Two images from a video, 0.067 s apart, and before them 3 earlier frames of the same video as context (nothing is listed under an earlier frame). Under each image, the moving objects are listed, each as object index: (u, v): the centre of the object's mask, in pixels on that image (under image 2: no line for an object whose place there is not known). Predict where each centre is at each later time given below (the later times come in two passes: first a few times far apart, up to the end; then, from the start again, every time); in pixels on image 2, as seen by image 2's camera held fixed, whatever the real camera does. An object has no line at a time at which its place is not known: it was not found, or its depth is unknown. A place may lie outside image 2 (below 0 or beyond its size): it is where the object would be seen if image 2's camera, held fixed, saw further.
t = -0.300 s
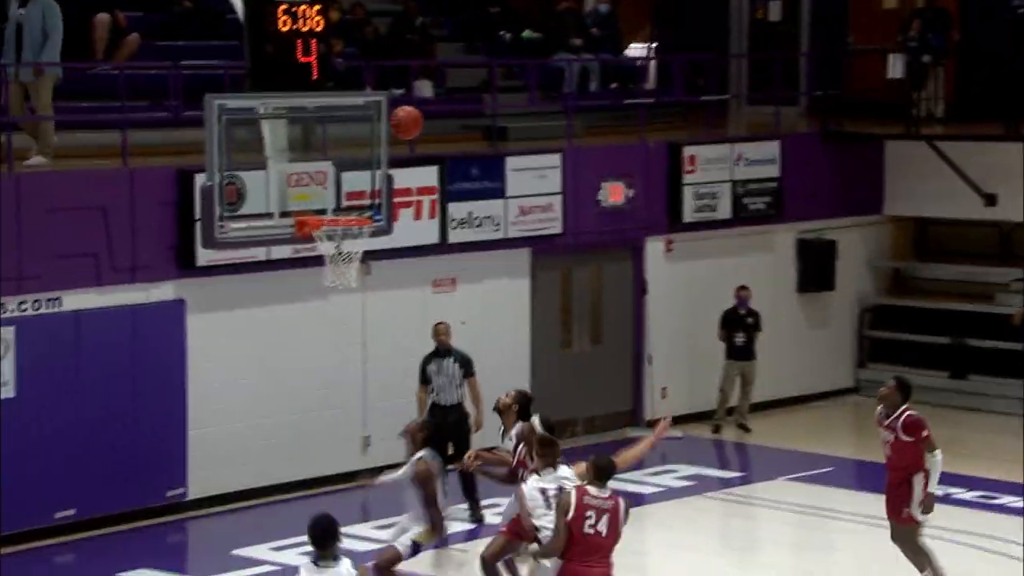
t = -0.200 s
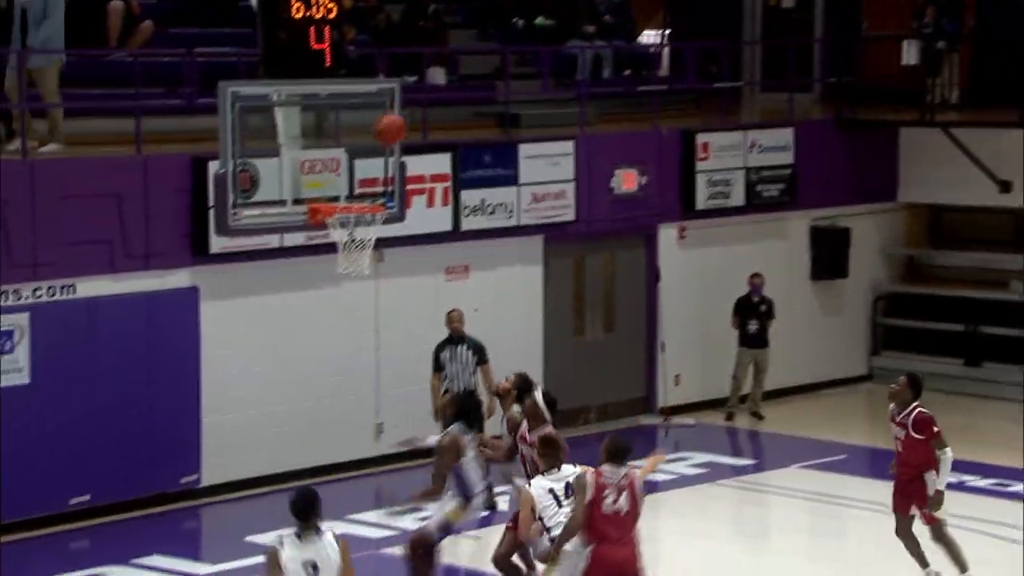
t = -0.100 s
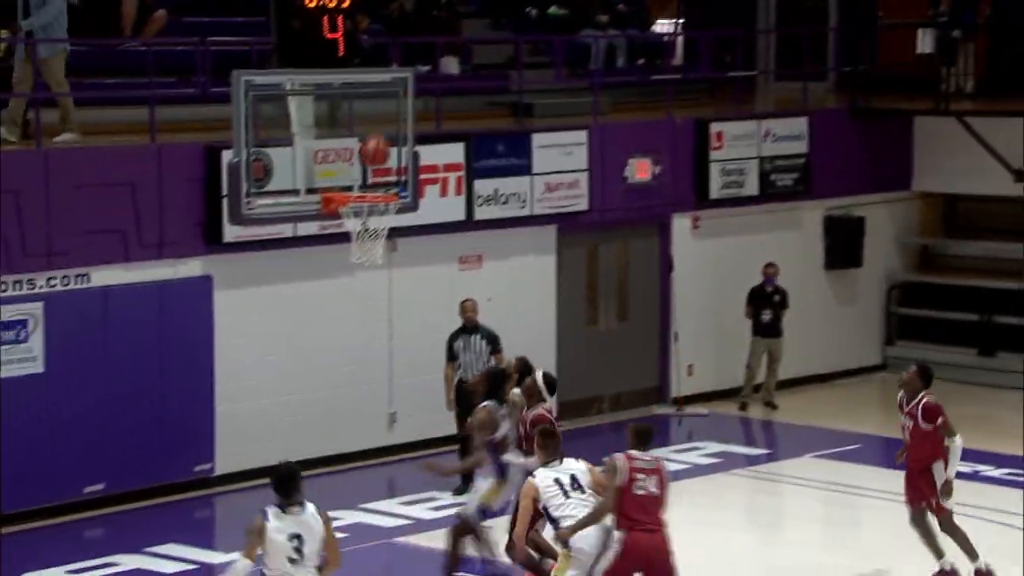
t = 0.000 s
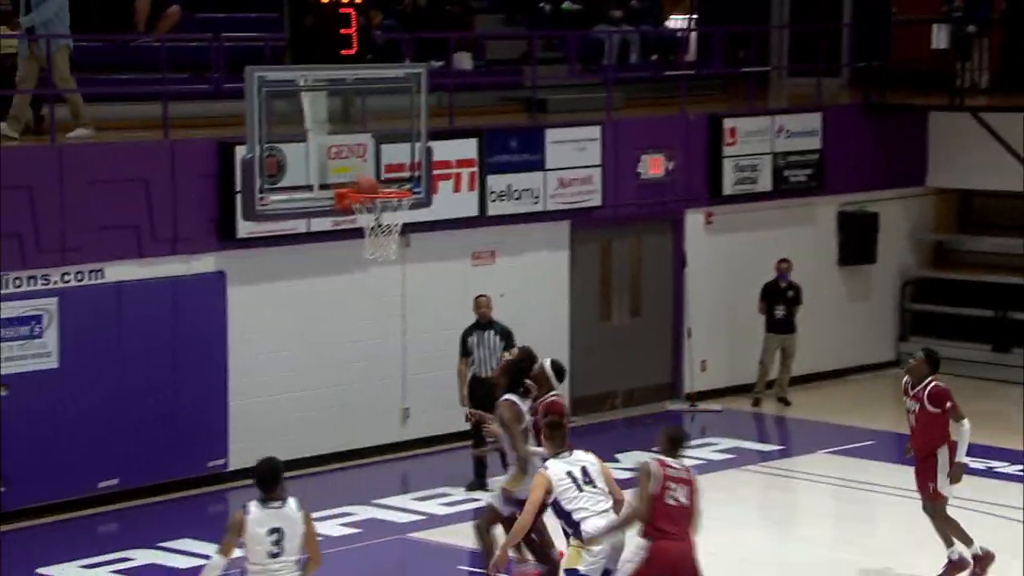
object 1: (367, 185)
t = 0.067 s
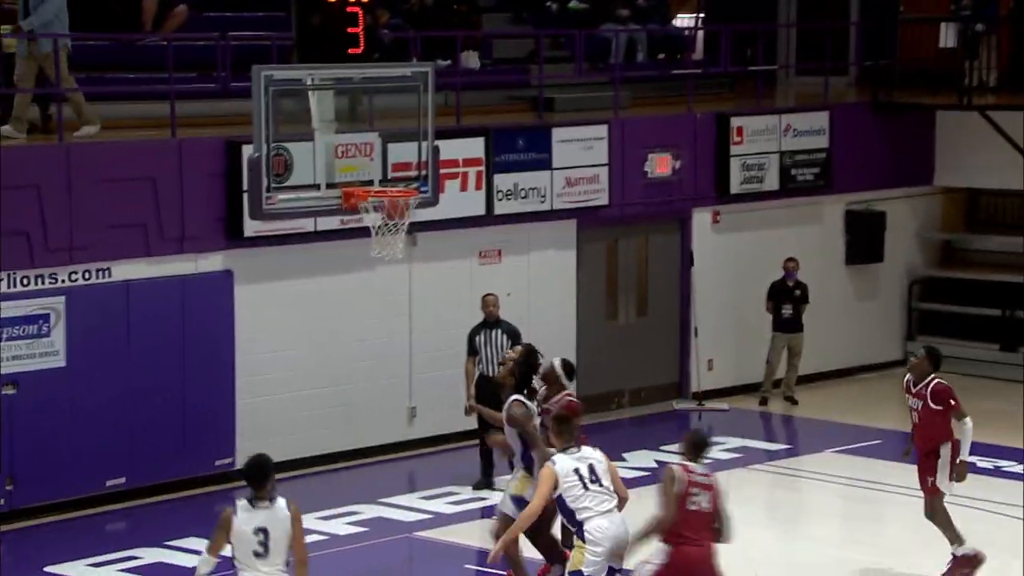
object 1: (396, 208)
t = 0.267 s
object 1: (425, 210)
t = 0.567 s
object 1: (390, 262)
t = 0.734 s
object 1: (360, 320)
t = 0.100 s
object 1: (409, 213)
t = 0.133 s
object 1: (418, 214)
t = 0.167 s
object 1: (420, 213)
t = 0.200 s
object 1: (422, 212)
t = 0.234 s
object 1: (423, 209)
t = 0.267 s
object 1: (425, 210)
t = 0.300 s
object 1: (423, 211)
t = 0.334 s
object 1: (422, 214)
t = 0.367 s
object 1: (421, 217)
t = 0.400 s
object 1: (418, 223)
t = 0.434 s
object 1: (413, 231)
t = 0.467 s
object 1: (409, 236)
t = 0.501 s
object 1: (405, 242)
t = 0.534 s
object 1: (398, 251)
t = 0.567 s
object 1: (390, 262)
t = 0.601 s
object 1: (385, 269)
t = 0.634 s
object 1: (379, 279)
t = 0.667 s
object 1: (373, 291)
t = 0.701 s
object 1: (366, 304)
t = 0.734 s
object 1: (360, 320)
